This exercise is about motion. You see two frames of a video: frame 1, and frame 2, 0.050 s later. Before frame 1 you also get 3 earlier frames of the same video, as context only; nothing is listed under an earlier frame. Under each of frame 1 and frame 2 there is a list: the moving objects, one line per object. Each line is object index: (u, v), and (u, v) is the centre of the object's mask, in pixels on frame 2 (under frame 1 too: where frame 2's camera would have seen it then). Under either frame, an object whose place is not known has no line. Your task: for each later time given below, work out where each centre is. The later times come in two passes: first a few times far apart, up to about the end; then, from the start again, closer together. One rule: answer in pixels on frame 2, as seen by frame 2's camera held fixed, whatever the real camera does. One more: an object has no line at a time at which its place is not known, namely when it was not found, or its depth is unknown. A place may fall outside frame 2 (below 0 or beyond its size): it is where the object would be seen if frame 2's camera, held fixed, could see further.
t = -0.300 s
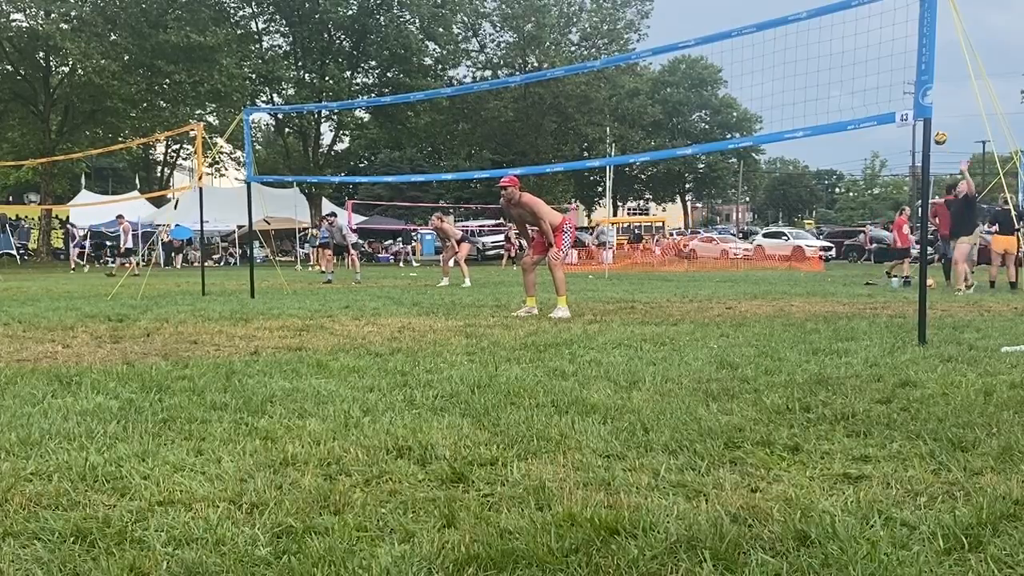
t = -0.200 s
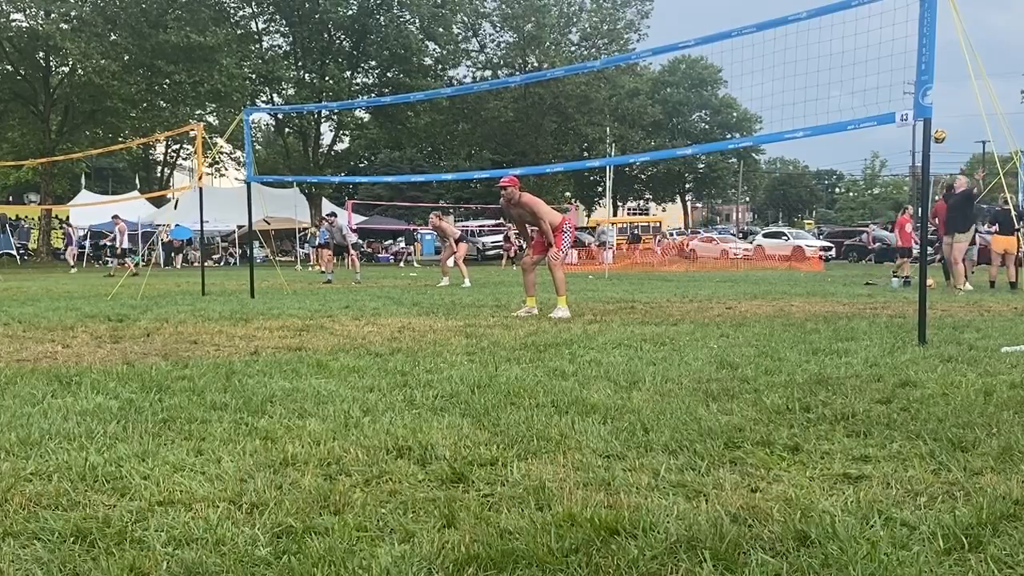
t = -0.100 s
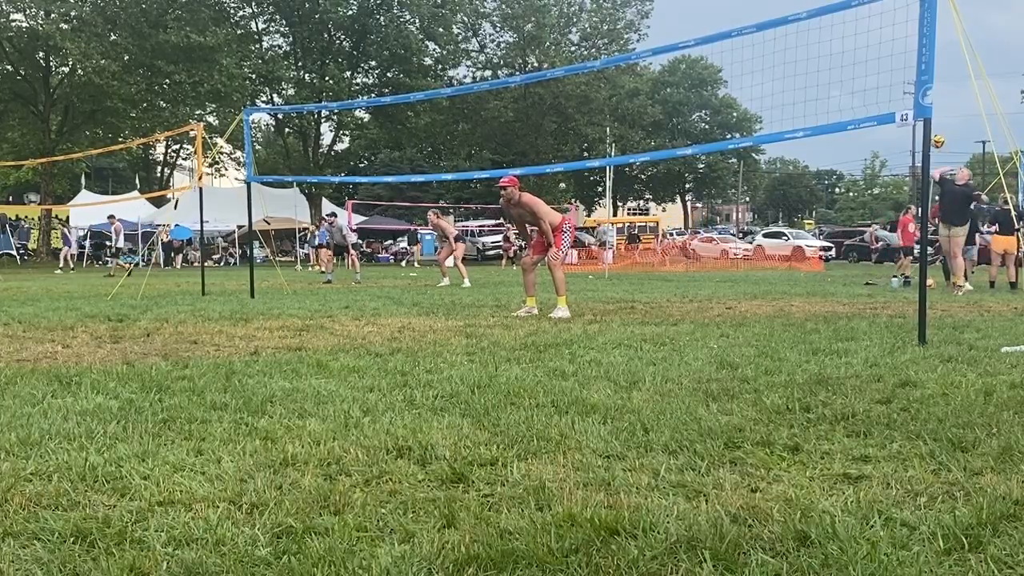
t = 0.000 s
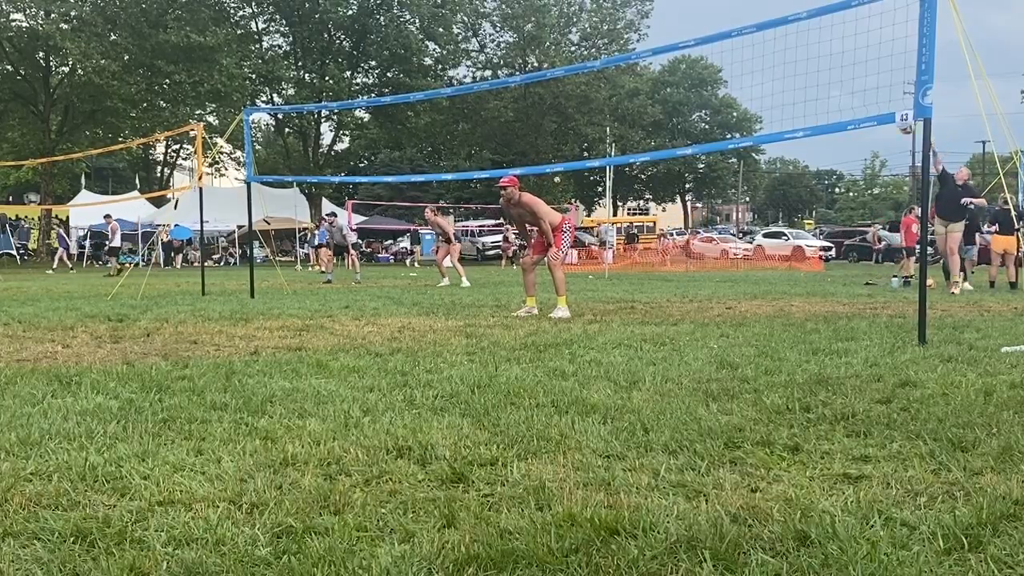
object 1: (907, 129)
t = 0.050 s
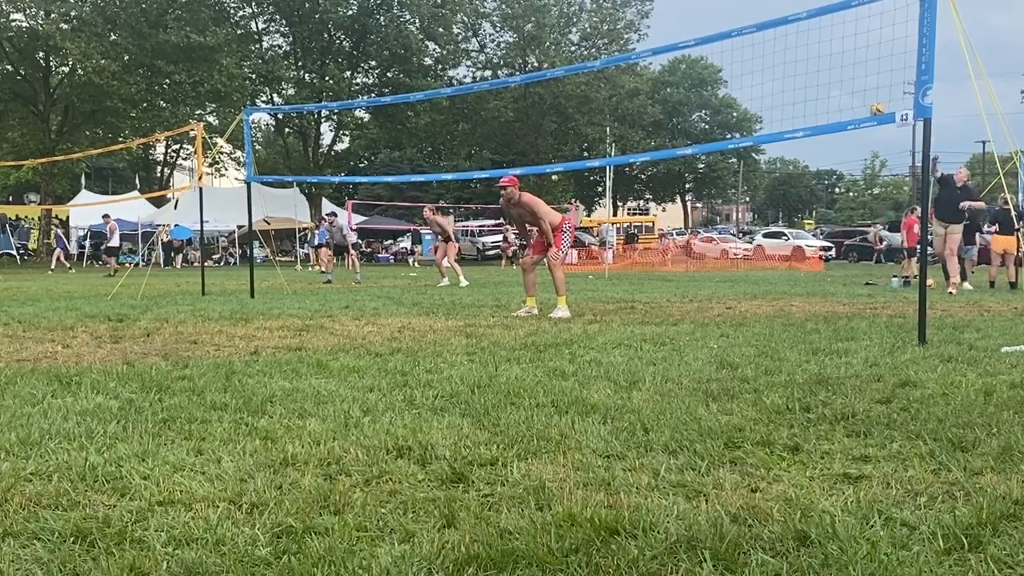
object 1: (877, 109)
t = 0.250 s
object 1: (745, 54)
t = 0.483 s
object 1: (566, 19)
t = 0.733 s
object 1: (333, 33)
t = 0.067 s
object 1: (867, 105)
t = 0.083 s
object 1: (857, 99)
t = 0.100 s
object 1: (846, 94)
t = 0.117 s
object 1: (835, 89)
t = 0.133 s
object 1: (824, 84)
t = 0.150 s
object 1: (814, 79)
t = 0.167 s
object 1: (802, 75)
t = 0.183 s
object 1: (792, 70)
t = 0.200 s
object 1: (780, 66)
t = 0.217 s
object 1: (769, 62)
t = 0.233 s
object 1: (757, 58)
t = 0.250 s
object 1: (745, 54)
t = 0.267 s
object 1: (733, 50)
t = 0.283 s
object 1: (721, 48)
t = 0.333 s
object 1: (683, 34)
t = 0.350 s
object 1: (671, 34)
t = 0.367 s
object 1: (659, 32)
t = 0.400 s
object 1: (633, 27)
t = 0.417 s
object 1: (621, 25)
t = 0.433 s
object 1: (607, 23)
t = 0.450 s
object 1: (594, 22)
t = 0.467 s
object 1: (580, 20)
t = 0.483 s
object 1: (566, 19)
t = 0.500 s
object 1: (552, 18)
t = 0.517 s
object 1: (537, 17)
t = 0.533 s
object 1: (523, 17)
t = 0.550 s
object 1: (508, 16)
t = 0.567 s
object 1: (494, 17)
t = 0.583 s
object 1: (479, 18)
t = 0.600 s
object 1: (464, 19)
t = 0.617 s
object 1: (449, 18)
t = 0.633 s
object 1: (432, 21)
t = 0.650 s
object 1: (417, 22)
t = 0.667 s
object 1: (400, 23)
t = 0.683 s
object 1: (384, 26)
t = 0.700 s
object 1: (367, 28)
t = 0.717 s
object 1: (350, 30)
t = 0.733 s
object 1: (333, 33)
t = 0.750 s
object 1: (316, 36)
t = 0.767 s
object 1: (297, 40)
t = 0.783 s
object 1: (280, 45)
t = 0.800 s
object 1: (261, 49)
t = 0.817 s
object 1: (243, 53)
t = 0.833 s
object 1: (224, 58)
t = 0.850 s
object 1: (205, 64)
